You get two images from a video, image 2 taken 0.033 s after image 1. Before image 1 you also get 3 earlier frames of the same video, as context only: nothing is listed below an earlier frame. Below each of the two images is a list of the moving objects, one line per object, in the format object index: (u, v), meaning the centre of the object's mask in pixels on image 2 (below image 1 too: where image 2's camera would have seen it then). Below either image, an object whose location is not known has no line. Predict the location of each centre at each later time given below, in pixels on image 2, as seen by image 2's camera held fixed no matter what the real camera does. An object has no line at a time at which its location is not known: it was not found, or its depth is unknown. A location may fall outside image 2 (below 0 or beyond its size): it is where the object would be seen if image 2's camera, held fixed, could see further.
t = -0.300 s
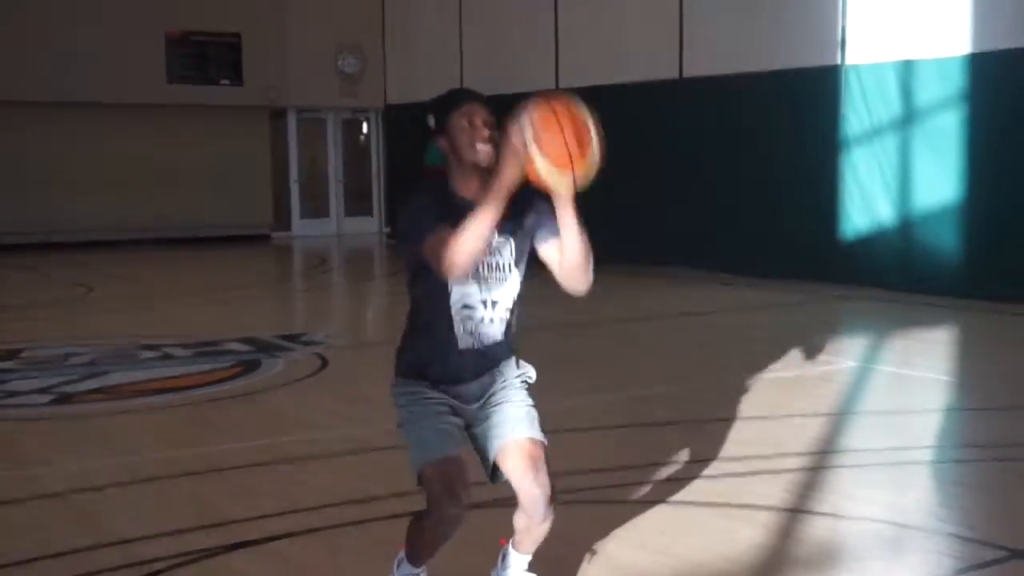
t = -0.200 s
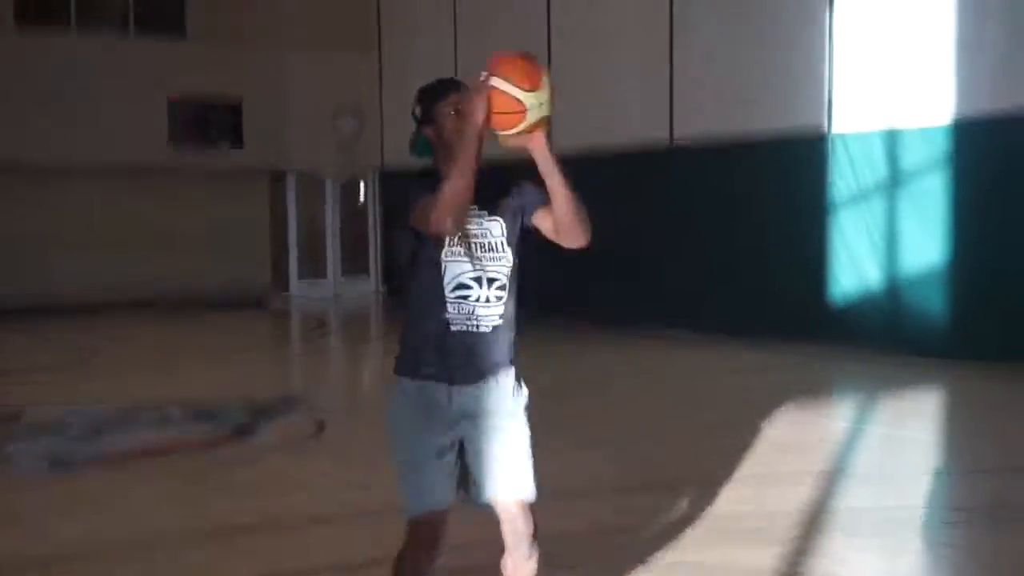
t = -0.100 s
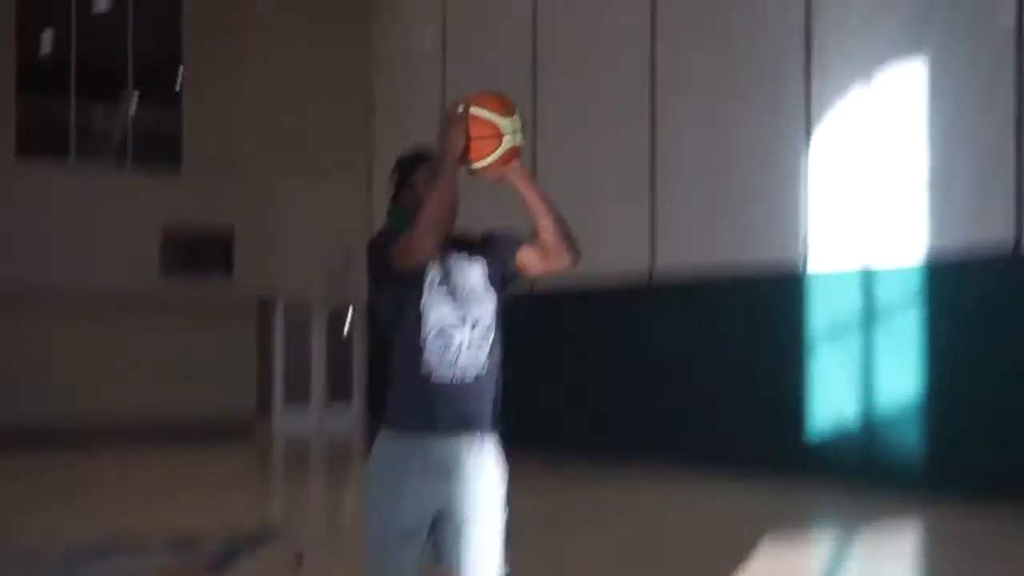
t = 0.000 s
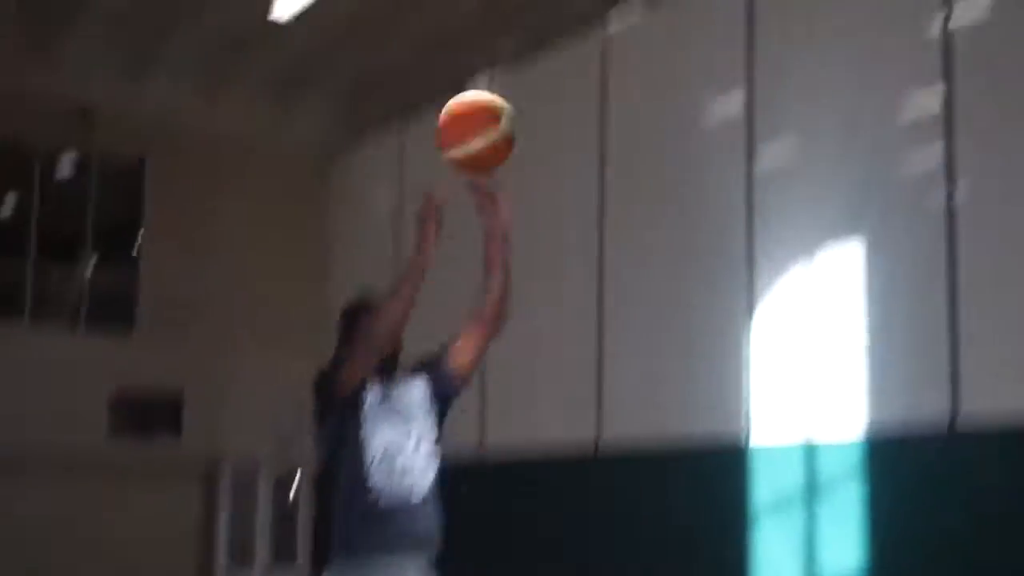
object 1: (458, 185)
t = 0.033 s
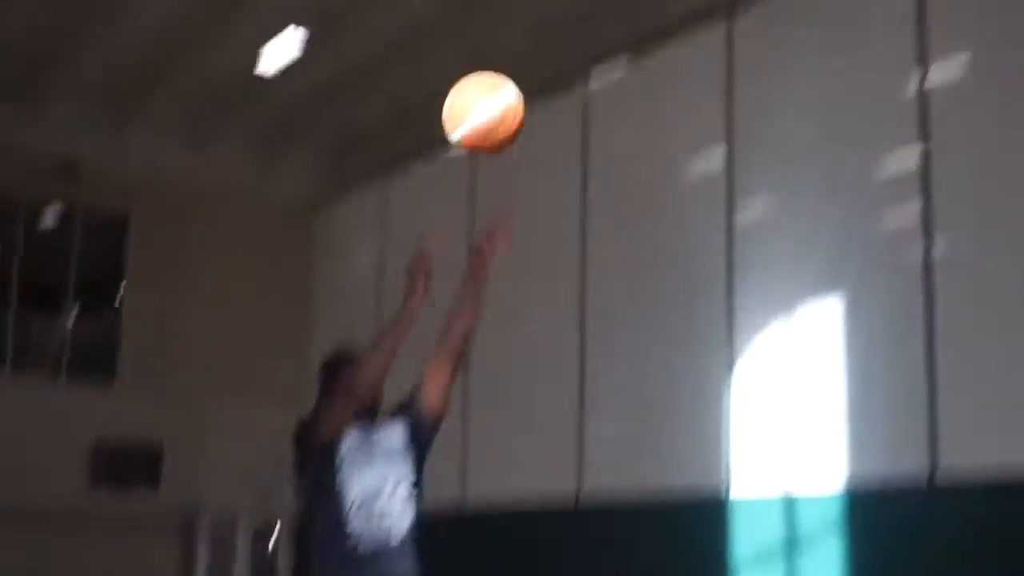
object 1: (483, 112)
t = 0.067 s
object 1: (507, 42)
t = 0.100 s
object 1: (531, -29)
